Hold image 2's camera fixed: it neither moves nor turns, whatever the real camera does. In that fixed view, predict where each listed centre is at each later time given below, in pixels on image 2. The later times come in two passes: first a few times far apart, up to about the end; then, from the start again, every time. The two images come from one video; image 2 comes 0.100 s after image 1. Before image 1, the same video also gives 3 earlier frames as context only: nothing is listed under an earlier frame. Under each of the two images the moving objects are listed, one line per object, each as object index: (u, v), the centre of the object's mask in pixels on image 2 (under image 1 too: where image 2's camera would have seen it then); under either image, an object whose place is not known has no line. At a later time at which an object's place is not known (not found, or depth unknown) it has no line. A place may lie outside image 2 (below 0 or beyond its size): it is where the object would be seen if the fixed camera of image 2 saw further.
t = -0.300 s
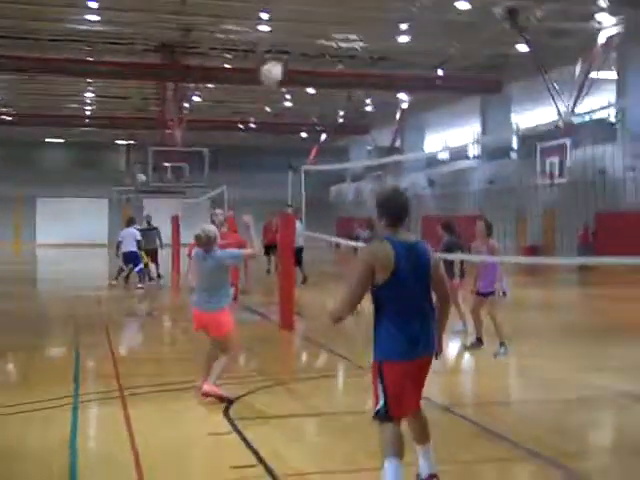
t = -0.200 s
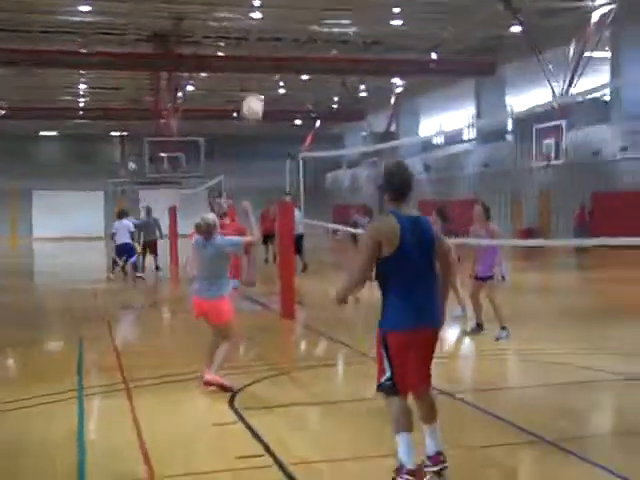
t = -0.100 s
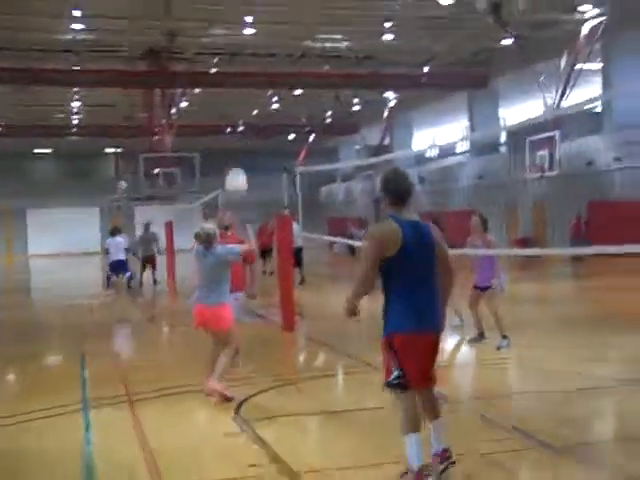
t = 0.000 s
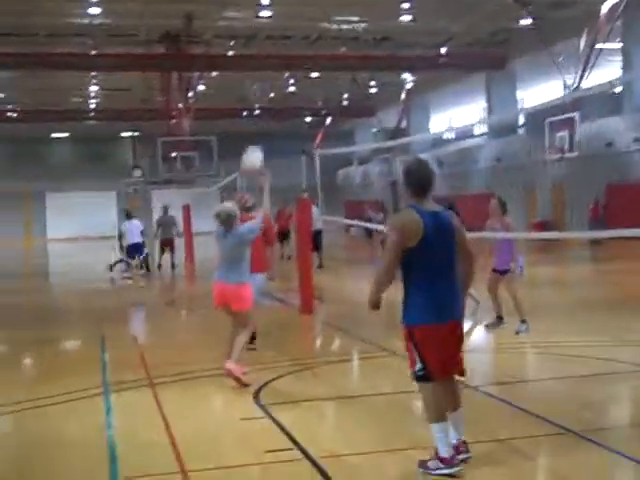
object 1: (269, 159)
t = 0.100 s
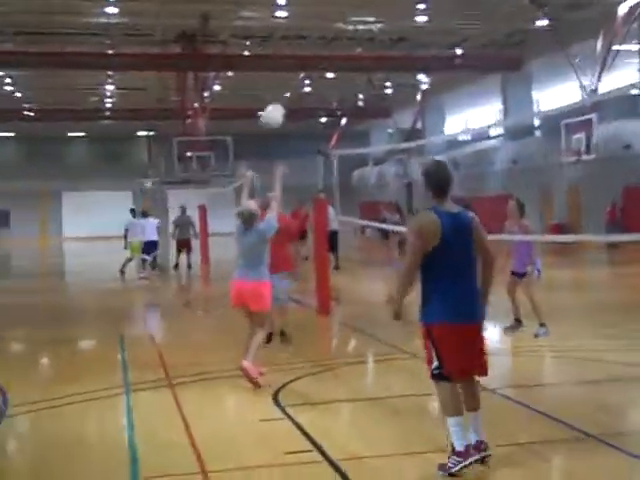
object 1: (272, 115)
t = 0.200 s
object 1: (277, 82)
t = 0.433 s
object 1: (289, 40)
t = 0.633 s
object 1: (299, 46)
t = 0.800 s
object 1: (306, 81)
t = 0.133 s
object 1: (274, 104)
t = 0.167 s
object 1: (275, 93)
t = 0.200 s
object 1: (277, 82)
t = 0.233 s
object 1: (279, 73)
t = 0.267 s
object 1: (279, 66)
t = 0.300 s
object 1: (281, 59)
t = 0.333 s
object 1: (283, 52)
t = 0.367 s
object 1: (286, 47)
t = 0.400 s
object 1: (287, 43)
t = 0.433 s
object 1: (289, 40)
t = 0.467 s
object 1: (290, 39)
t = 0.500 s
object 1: (291, 39)
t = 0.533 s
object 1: (294, 39)
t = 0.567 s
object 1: (295, 40)
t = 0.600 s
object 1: (296, 42)
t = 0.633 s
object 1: (299, 46)
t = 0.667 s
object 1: (300, 52)
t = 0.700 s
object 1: (303, 56)
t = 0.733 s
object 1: (304, 62)
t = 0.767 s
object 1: (305, 73)
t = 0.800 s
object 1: (306, 81)
